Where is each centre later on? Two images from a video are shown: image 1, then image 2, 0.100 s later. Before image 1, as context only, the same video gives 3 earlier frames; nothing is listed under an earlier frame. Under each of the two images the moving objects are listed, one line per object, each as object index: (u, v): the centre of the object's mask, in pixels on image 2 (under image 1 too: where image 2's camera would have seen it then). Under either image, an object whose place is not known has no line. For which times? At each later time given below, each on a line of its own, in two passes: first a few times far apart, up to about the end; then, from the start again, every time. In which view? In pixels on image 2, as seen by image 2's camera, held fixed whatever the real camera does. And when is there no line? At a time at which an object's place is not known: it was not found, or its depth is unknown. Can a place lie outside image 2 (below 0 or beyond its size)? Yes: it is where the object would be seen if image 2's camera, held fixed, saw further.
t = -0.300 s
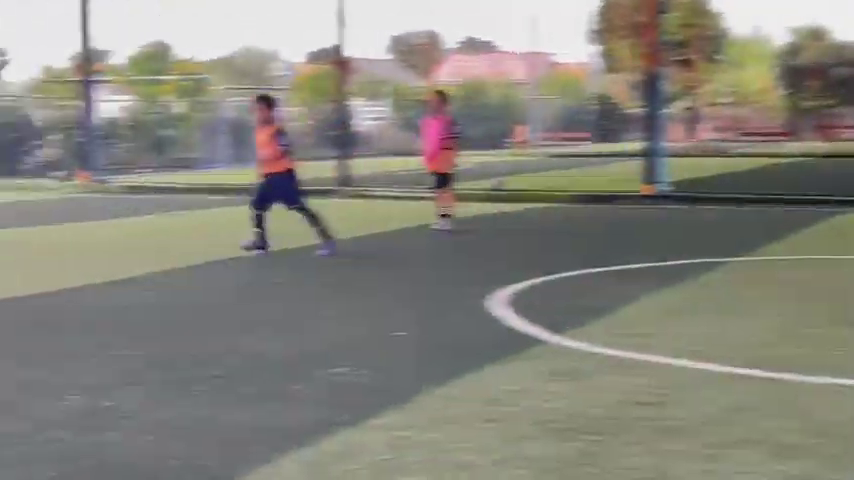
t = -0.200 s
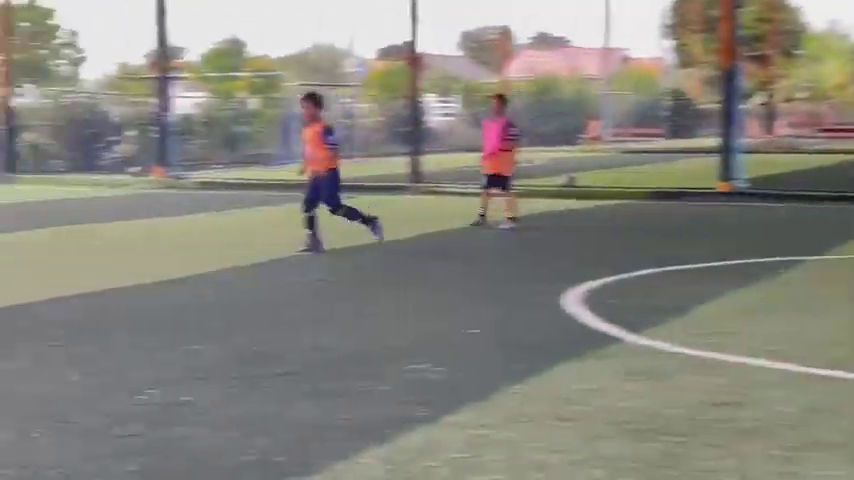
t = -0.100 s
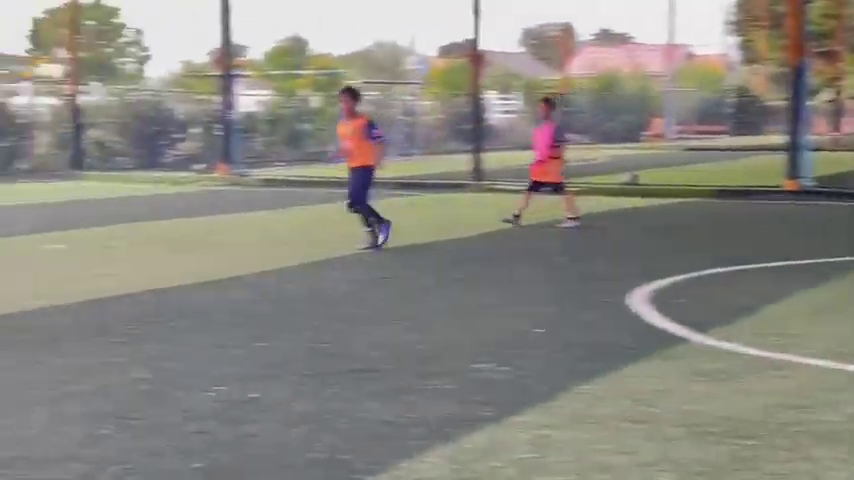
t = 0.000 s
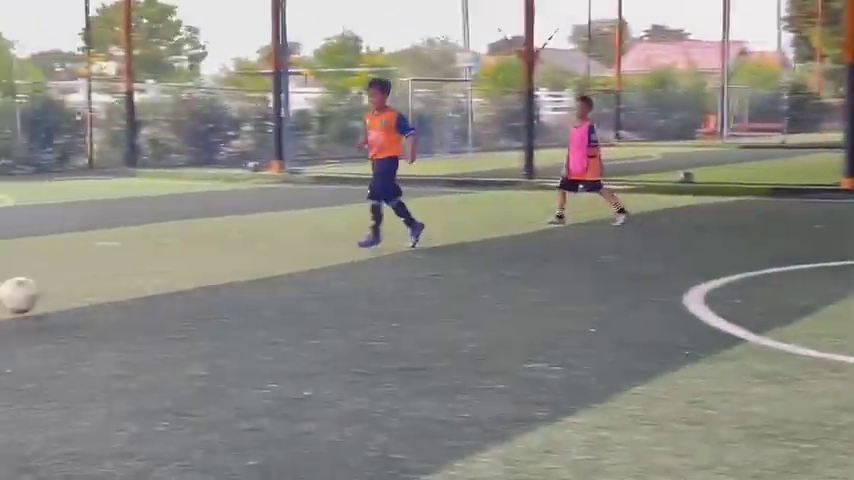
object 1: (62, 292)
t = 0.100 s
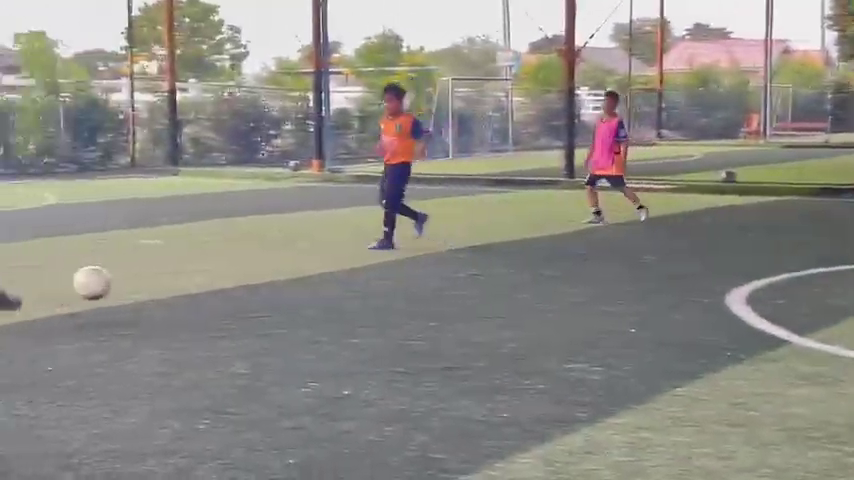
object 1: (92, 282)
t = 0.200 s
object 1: (120, 286)
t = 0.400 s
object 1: (150, 276)
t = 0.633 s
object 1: (171, 264)
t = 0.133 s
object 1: (102, 283)
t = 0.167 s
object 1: (111, 285)
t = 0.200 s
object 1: (120, 286)
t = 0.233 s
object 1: (125, 280)
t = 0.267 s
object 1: (130, 276)
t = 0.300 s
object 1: (136, 274)
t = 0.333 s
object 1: (140, 274)
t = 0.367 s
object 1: (144, 275)
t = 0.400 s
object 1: (150, 276)
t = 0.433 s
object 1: (153, 272)
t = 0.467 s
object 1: (157, 270)
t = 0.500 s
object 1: (160, 270)
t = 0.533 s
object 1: (162, 268)
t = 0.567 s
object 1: (165, 266)
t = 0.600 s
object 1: (168, 265)
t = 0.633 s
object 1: (171, 264)
